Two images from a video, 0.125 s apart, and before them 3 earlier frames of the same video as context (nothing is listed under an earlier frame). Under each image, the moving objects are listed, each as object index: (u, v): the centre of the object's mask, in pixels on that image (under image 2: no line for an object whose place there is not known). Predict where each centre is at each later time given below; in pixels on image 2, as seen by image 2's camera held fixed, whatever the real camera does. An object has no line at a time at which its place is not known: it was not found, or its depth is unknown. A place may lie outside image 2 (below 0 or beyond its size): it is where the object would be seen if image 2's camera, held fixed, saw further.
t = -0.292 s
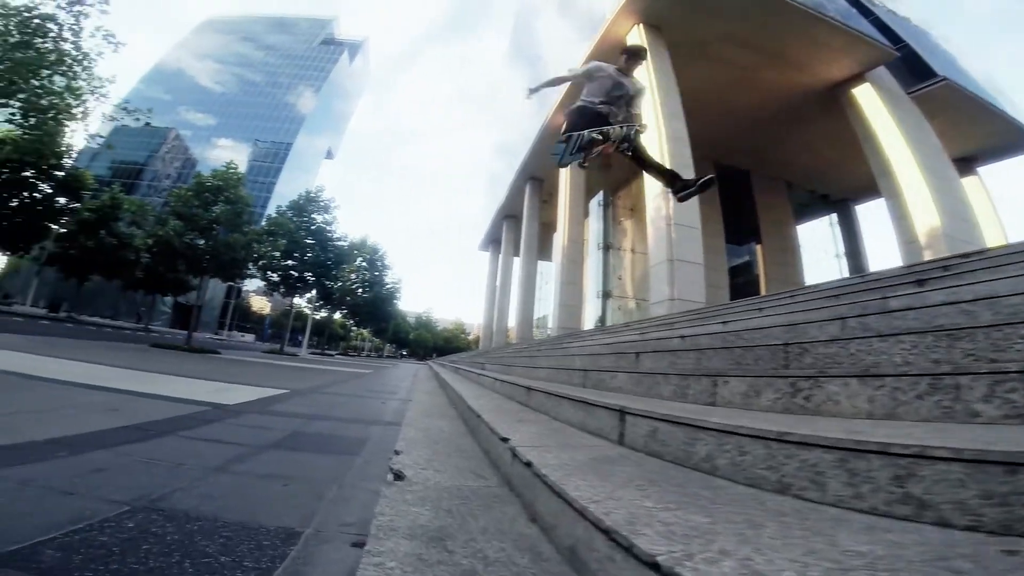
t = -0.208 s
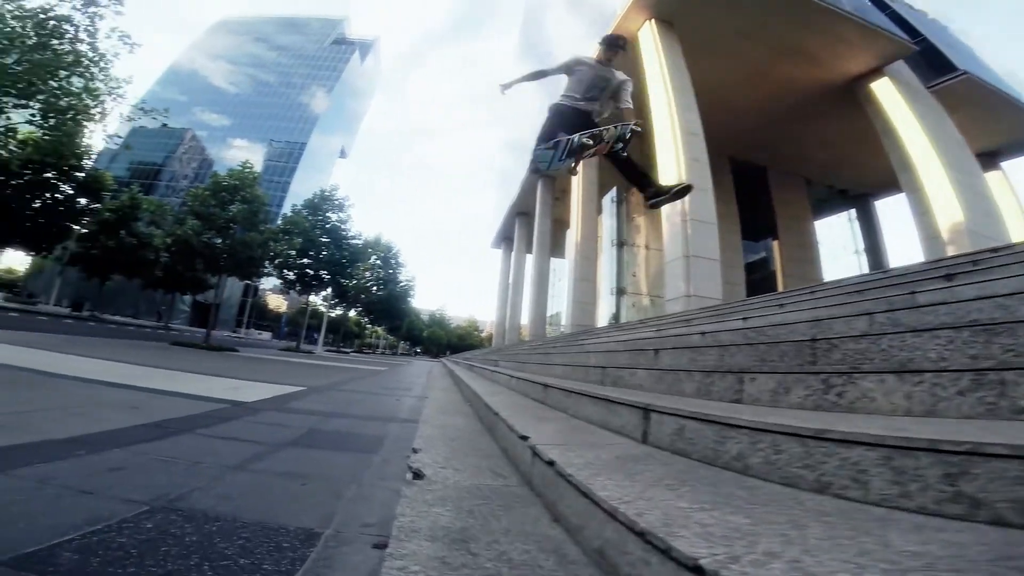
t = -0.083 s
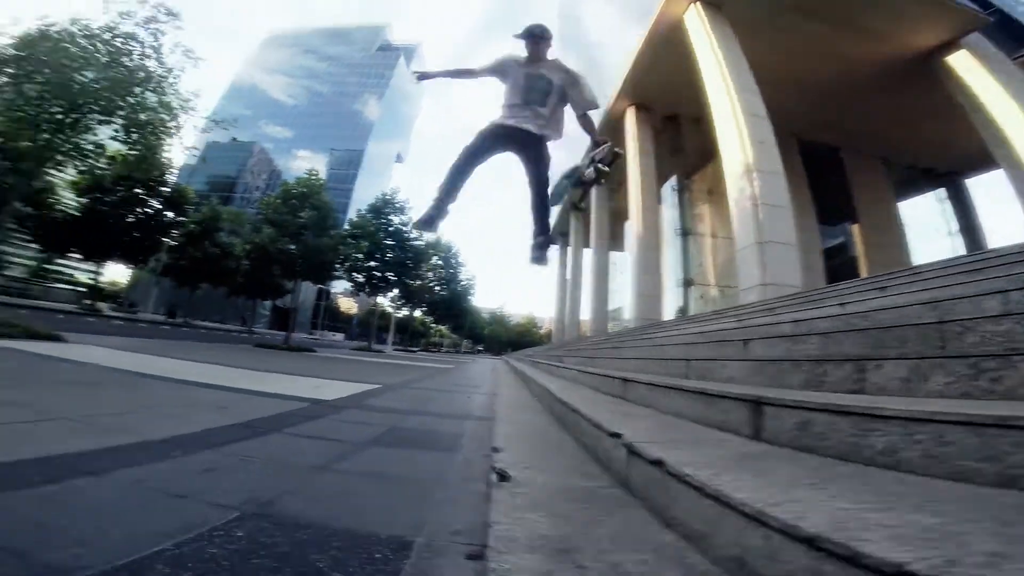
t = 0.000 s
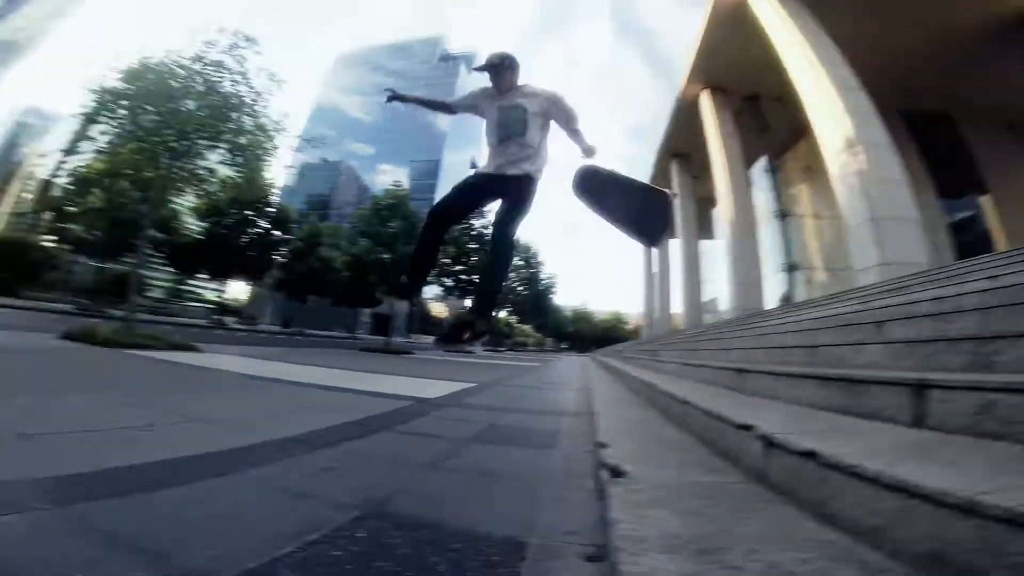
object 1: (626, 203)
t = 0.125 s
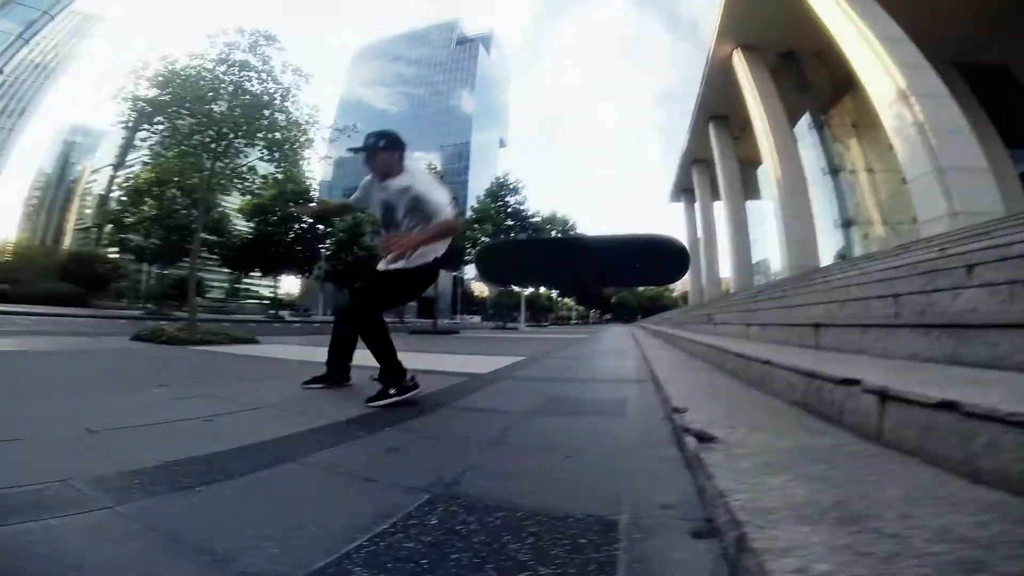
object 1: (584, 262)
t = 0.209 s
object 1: (522, 349)
